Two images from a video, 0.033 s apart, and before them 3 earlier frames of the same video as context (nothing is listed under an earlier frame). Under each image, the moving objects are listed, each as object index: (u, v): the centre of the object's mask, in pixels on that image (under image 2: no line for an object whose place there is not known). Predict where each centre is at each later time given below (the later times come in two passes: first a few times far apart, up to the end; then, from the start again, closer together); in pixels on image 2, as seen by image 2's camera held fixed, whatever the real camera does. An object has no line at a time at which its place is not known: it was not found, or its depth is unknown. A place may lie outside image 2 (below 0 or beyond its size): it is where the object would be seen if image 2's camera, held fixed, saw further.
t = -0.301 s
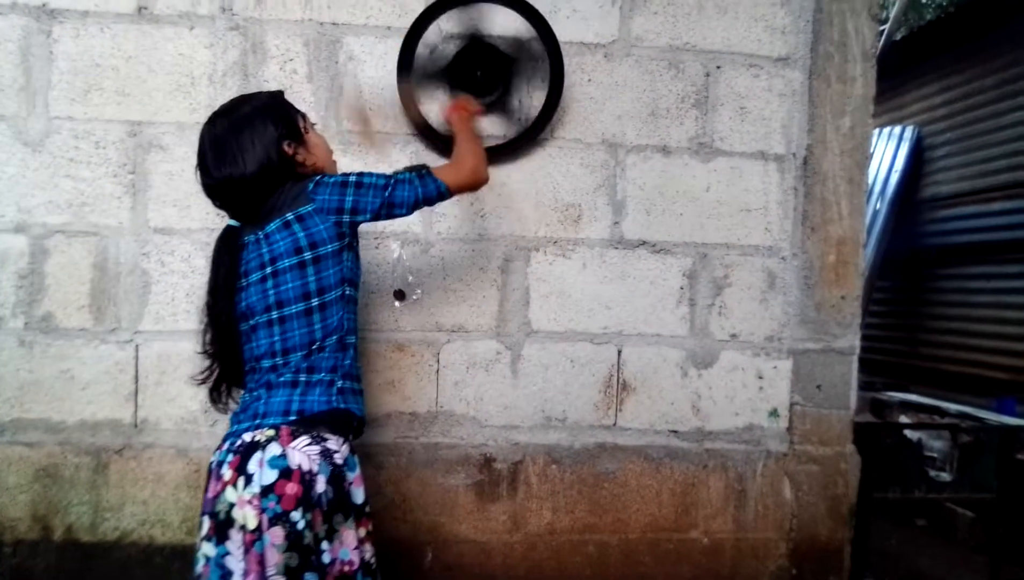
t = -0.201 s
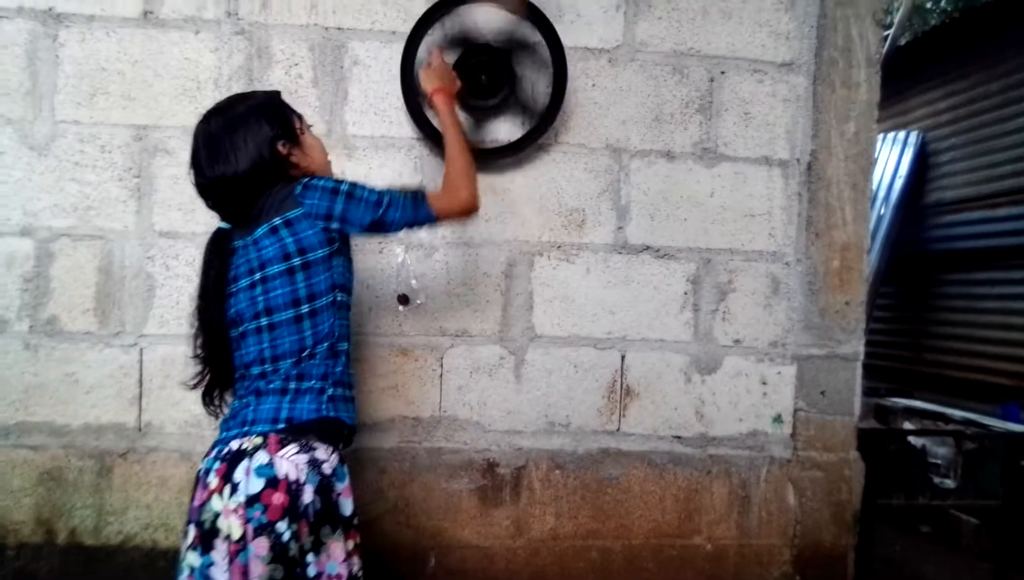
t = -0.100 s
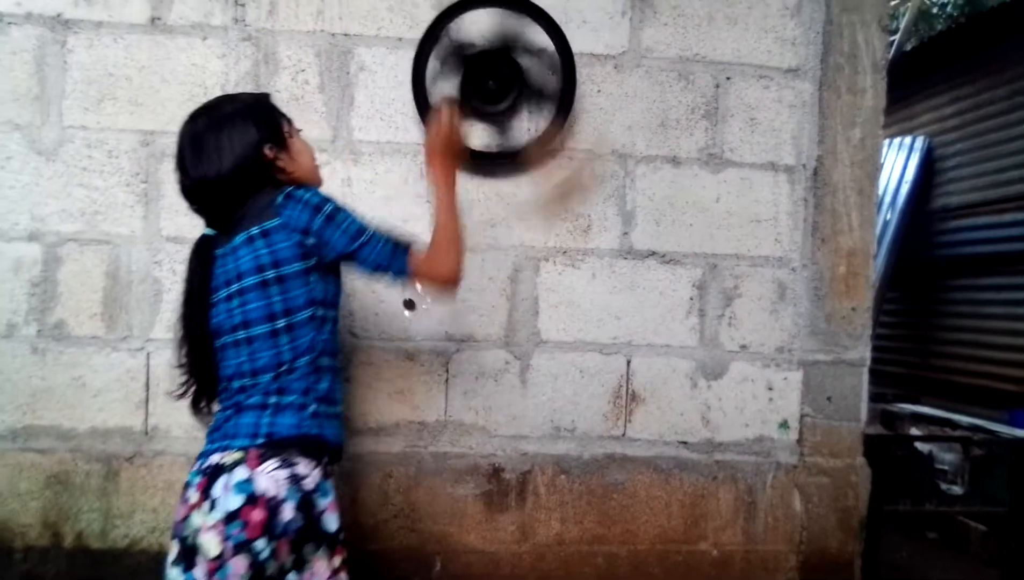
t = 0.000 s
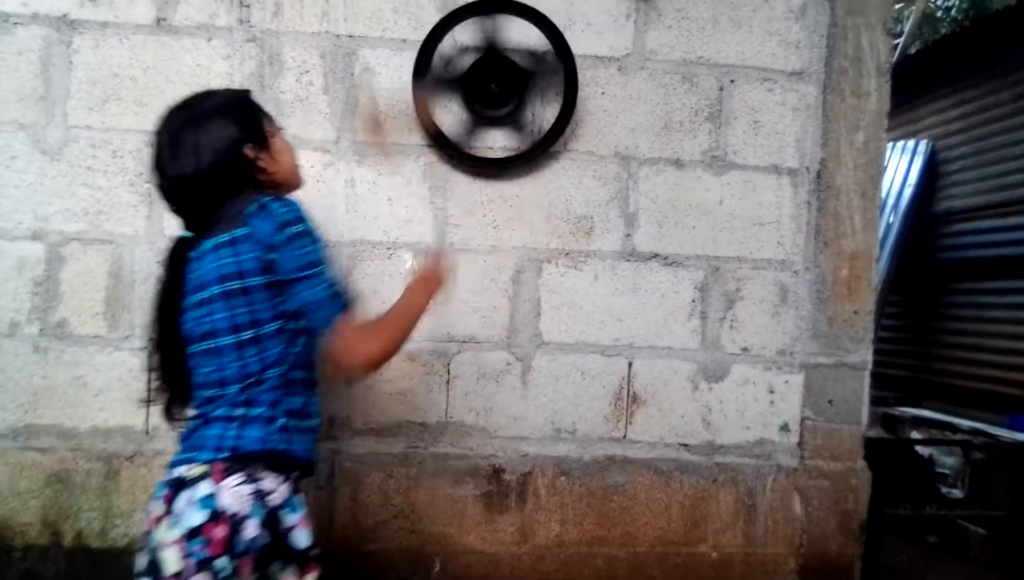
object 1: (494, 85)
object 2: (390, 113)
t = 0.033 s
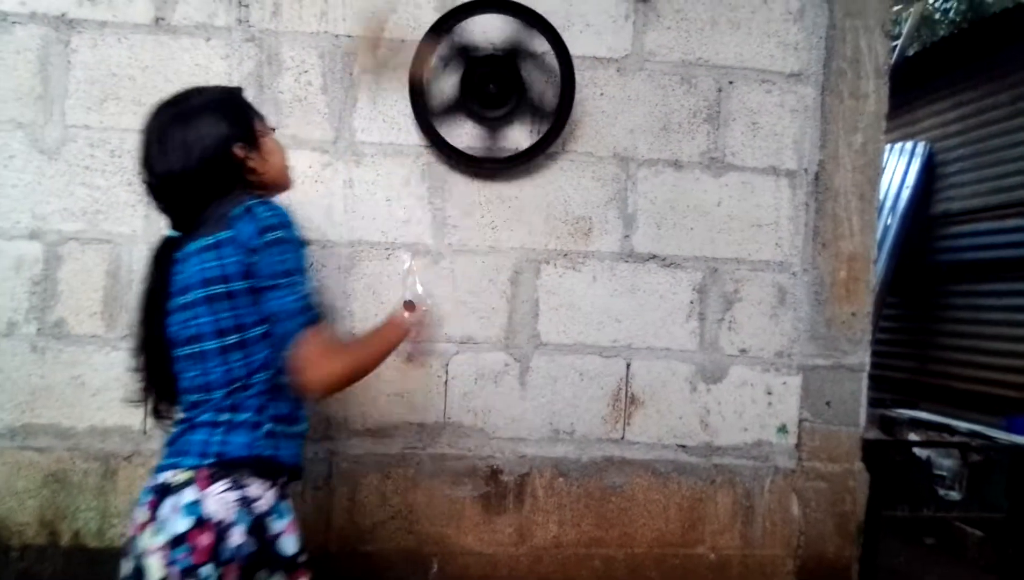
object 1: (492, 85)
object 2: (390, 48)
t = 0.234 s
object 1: (494, 86)
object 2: (538, 189)
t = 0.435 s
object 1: (490, 90)
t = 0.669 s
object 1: (496, 79)
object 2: (436, 179)
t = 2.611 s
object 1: (488, 83)
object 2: (607, 101)
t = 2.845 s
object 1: (490, 80)
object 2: (580, 161)
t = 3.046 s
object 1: (492, 79)
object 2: (547, 188)
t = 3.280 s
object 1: (493, 80)
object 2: (516, 200)
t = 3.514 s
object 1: (494, 81)
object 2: (504, 202)
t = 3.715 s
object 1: (493, 81)
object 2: (506, 201)
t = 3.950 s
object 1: (493, 81)
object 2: (508, 201)
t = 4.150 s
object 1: (494, 81)
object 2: (506, 201)
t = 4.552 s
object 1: (494, 81)
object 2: (507, 202)
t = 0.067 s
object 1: (490, 84)
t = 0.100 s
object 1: (489, 88)
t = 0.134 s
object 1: (491, 82)
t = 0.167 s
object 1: (493, 82)
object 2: (605, 71)
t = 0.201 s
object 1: (489, 82)
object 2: (593, 141)
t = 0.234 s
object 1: (494, 86)
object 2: (538, 189)
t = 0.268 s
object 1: (494, 81)
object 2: (477, 195)
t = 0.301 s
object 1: (493, 86)
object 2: (420, 169)
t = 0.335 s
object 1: (493, 86)
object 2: (386, 113)
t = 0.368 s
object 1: (492, 86)
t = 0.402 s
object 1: (490, 85)
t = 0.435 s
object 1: (490, 90)
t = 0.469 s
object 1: (490, 82)
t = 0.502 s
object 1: (492, 81)
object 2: (610, 21)
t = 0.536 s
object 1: (494, 81)
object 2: (610, 92)
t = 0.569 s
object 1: (494, 84)
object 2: (585, 146)
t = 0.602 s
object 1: (491, 79)
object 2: (536, 189)
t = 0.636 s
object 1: (493, 78)
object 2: (485, 197)
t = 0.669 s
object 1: (496, 79)
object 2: (436, 179)
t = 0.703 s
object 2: (400, 144)
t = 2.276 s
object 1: (488, 88)
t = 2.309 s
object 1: (488, 87)
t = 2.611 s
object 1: (488, 83)
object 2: (607, 101)
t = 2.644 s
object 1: (489, 82)
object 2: (605, 112)
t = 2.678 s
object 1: (488, 82)
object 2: (602, 122)
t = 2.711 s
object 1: (488, 81)
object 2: (598, 131)
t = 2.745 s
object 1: (489, 81)
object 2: (594, 139)
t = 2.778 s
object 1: (489, 81)
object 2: (589, 147)
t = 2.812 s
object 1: (490, 80)
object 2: (585, 154)
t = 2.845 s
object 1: (490, 80)
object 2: (580, 161)
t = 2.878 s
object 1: (491, 80)
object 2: (574, 166)
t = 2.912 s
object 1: (491, 80)
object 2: (568, 173)
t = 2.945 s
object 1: (491, 80)
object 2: (563, 177)
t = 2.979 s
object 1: (491, 80)
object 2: (557, 182)
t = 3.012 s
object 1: (492, 80)
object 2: (552, 185)
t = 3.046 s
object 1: (492, 79)
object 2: (547, 188)
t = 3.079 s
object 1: (493, 79)
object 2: (542, 191)
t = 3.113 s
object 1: (494, 80)
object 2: (538, 193)
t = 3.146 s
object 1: (494, 80)
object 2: (533, 195)
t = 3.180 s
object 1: (494, 80)
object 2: (528, 197)
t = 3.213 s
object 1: (493, 80)
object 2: (523, 199)
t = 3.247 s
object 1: (493, 80)
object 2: (520, 200)
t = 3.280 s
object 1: (493, 80)
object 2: (516, 200)
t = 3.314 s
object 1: (493, 81)
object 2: (513, 200)
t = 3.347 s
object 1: (494, 80)
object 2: (511, 200)
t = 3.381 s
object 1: (494, 80)
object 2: (509, 201)
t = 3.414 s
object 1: (494, 81)
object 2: (507, 201)
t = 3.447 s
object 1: (494, 81)
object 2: (505, 201)
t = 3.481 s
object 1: (494, 81)
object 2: (505, 202)
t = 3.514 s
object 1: (494, 81)
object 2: (504, 202)
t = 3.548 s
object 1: (494, 81)
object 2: (504, 202)
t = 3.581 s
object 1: (494, 81)
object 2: (504, 202)
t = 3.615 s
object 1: (494, 81)
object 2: (504, 201)
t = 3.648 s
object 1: (494, 81)
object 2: (505, 201)
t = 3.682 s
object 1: (493, 81)
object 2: (505, 201)
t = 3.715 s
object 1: (493, 81)
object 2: (506, 201)
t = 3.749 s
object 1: (493, 81)
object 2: (507, 201)
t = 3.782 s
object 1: (493, 81)
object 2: (507, 201)
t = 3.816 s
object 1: (494, 81)
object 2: (508, 201)
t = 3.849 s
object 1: (494, 80)
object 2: (509, 200)
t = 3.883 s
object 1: (493, 81)
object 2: (508, 201)
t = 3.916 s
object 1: (493, 81)
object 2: (508, 201)
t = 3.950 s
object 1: (493, 81)
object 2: (508, 201)
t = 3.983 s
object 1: (493, 81)
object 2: (508, 201)
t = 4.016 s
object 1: (493, 81)
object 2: (507, 201)
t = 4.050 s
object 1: (493, 81)
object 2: (507, 201)
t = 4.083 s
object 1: (494, 81)
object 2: (507, 201)
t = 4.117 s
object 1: (494, 81)
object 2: (506, 201)
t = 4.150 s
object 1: (494, 81)
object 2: (506, 201)
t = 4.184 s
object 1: (494, 81)
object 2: (506, 201)
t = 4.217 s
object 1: (493, 81)
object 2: (506, 202)
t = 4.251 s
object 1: (493, 82)
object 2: (506, 202)
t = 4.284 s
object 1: (494, 81)
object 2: (507, 202)
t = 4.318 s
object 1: (494, 81)
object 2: (507, 201)
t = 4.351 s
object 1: (493, 81)
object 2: (507, 202)
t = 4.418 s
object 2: (507, 201)
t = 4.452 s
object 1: (494, 81)
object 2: (507, 201)
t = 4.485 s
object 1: (494, 81)
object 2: (507, 201)
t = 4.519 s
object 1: (494, 81)
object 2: (507, 202)
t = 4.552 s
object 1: (494, 81)
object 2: (507, 202)
